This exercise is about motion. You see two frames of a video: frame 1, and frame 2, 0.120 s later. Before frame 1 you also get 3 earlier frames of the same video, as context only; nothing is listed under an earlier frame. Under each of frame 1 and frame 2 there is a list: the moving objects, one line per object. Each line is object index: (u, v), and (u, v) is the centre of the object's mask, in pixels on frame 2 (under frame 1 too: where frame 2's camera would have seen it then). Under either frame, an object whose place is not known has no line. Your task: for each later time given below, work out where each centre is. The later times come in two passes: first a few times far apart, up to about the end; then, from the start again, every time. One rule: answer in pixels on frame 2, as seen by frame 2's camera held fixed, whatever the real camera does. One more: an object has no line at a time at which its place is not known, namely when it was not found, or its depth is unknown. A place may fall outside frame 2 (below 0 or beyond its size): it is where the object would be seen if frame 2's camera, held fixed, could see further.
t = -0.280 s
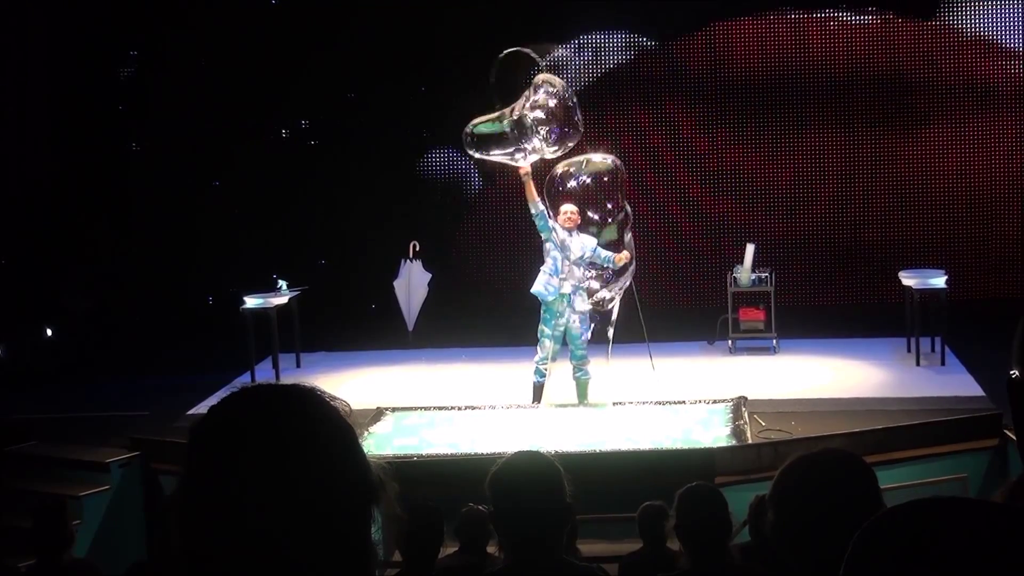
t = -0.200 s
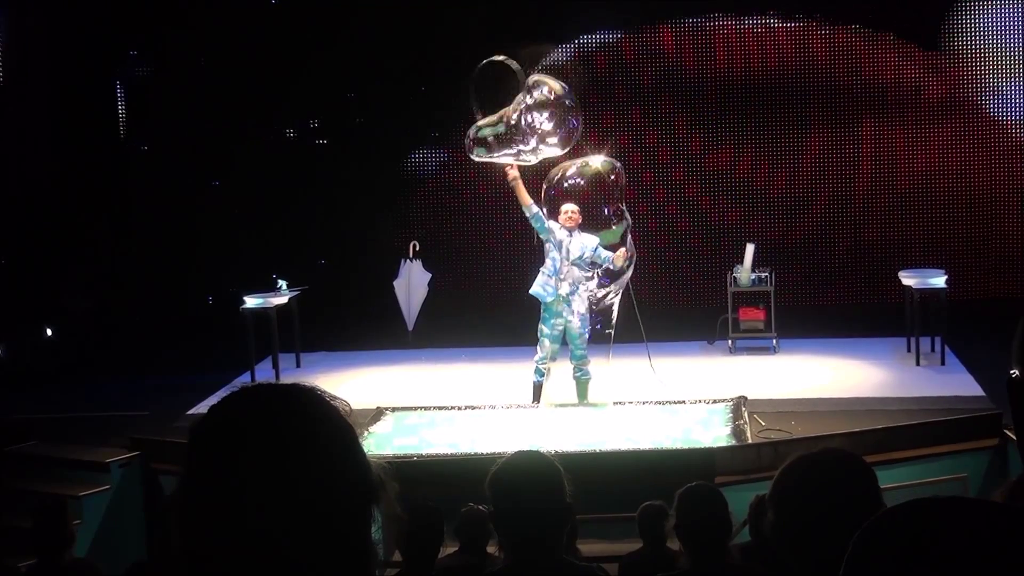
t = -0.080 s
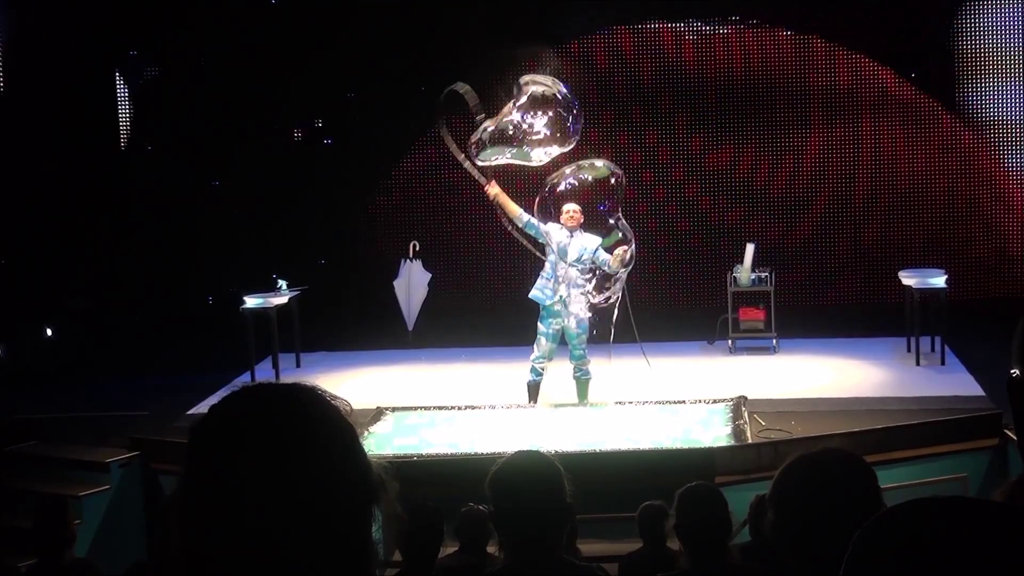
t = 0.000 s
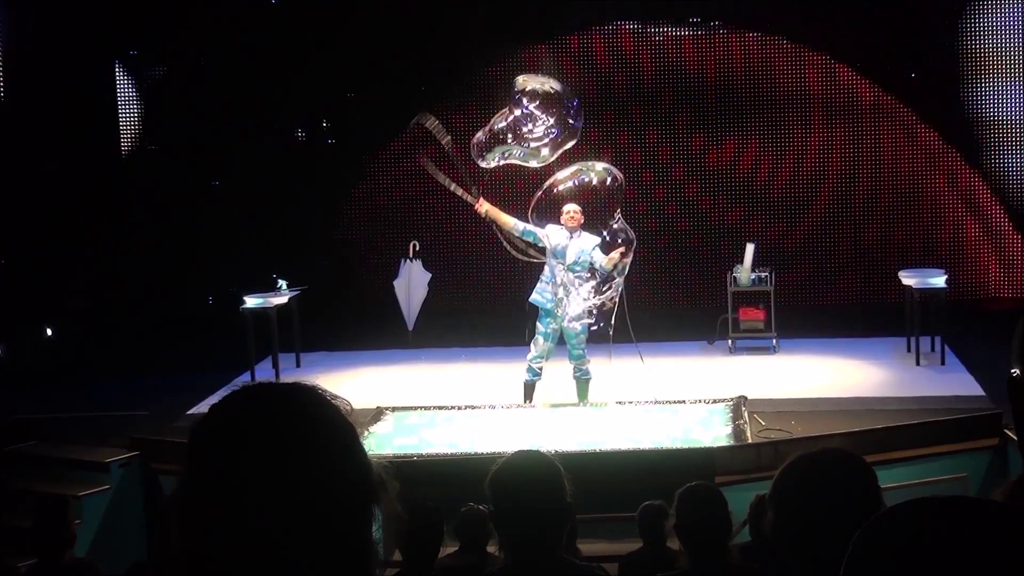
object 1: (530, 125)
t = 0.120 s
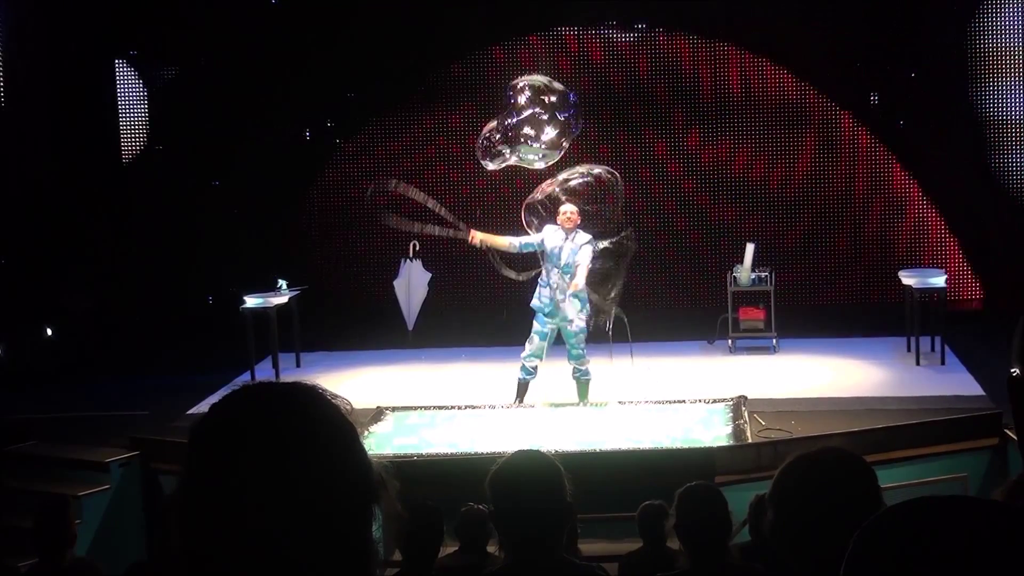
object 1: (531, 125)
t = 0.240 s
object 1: (530, 123)
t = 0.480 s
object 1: (528, 118)
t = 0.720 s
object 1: (526, 117)
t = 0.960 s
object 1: (523, 118)
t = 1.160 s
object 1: (521, 120)
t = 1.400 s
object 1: (518, 121)
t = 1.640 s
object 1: (514, 123)
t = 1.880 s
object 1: (508, 124)
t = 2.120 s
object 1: (504, 128)
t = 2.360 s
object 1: (501, 131)
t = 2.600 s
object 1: (498, 135)
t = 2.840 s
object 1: (494, 139)
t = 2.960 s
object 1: (491, 139)
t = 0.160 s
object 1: (531, 125)
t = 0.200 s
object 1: (530, 124)
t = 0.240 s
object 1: (530, 123)
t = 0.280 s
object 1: (530, 122)
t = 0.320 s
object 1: (530, 121)
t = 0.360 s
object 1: (529, 120)
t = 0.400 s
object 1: (529, 119)
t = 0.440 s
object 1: (528, 118)
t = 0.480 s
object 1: (528, 118)
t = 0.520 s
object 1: (528, 118)
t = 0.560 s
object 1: (527, 118)
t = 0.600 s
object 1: (527, 118)
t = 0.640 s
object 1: (527, 117)
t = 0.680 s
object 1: (526, 117)
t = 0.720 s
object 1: (526, 117)
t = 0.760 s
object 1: (526, 117)
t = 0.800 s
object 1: (525, 117)
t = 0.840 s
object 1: (524, 117)
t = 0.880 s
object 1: (524, 117)
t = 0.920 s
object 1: (523, 117)
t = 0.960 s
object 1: (523, 118)
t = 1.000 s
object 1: (522, 118)
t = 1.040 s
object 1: (522, 118)
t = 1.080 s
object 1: (521, 119)
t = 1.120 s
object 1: (521, 119)
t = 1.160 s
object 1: (521, 120)
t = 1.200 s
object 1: (521, 120)
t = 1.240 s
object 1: (519, 120)
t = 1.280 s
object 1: (519, 120)
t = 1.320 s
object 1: (519, 121)
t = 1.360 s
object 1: (518, 121)
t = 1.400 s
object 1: (518, 121)
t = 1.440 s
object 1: (517, 121)
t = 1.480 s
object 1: (517, 122)
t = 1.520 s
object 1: (516, 122)
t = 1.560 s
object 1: (515, 122)
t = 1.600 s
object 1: (515, 123)
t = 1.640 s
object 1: (514, 123)
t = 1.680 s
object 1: (512, 124)
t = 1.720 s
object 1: (512, 124)
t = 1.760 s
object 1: (511, 124)
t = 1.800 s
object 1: (510, 124)
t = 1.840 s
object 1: (509, 124)
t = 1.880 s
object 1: (508, 124)
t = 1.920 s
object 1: (508, 125)
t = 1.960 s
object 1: (507, 125)
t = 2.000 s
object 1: (506, 126)
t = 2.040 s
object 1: (505, 127)
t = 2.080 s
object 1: (505, 127)
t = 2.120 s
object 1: (504, 128)
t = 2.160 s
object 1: (504, 128)
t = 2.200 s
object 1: (503, 129)
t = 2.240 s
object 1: (502, 129)
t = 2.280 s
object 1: (500, 130)
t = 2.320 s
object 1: (501, 130)
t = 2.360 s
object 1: (501, 131)
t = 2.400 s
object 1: (500, 131)
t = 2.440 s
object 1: (500, 132)
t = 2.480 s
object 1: (500, 132)
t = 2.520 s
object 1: (499, 133)
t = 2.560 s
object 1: (499, 134)
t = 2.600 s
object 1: (498, 135)
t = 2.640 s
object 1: (498, 136)
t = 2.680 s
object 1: (497, 137)
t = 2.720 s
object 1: (496, 138)
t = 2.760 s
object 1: (496, 138)
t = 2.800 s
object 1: (495, 138)
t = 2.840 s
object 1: (494, 139)
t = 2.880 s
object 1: (493, 139)
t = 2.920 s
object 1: (491, 140)
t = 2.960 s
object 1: (491, 139)
